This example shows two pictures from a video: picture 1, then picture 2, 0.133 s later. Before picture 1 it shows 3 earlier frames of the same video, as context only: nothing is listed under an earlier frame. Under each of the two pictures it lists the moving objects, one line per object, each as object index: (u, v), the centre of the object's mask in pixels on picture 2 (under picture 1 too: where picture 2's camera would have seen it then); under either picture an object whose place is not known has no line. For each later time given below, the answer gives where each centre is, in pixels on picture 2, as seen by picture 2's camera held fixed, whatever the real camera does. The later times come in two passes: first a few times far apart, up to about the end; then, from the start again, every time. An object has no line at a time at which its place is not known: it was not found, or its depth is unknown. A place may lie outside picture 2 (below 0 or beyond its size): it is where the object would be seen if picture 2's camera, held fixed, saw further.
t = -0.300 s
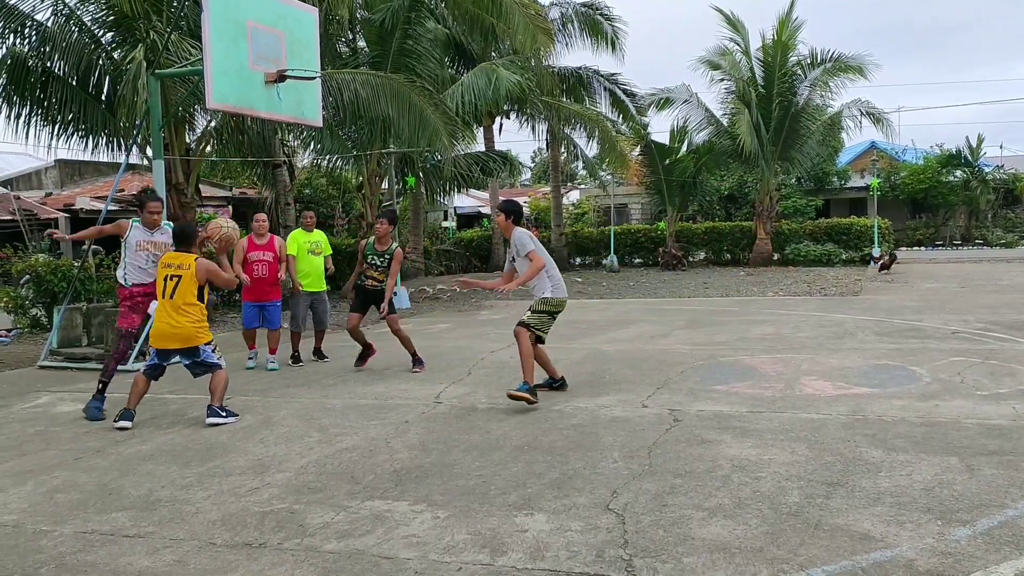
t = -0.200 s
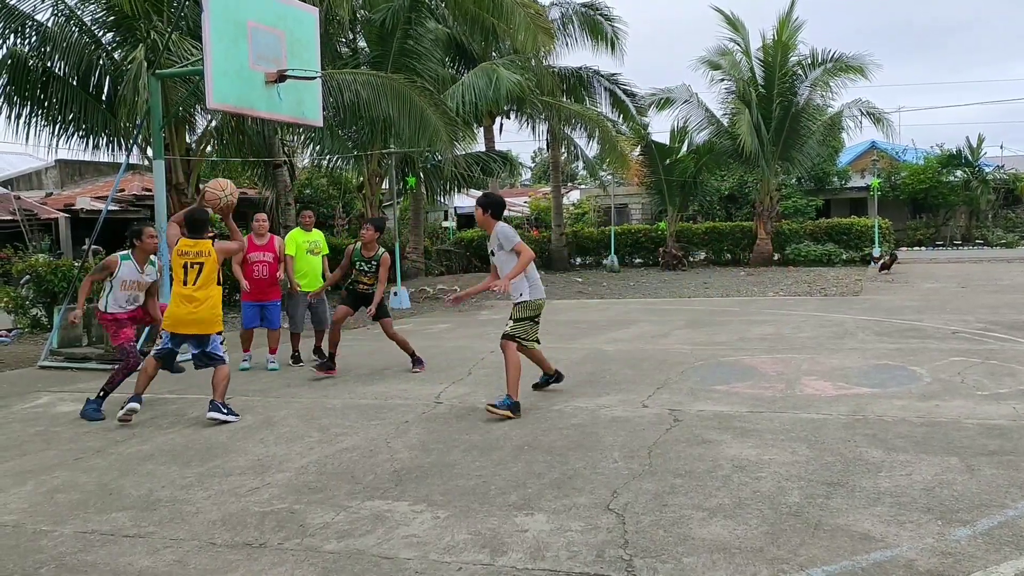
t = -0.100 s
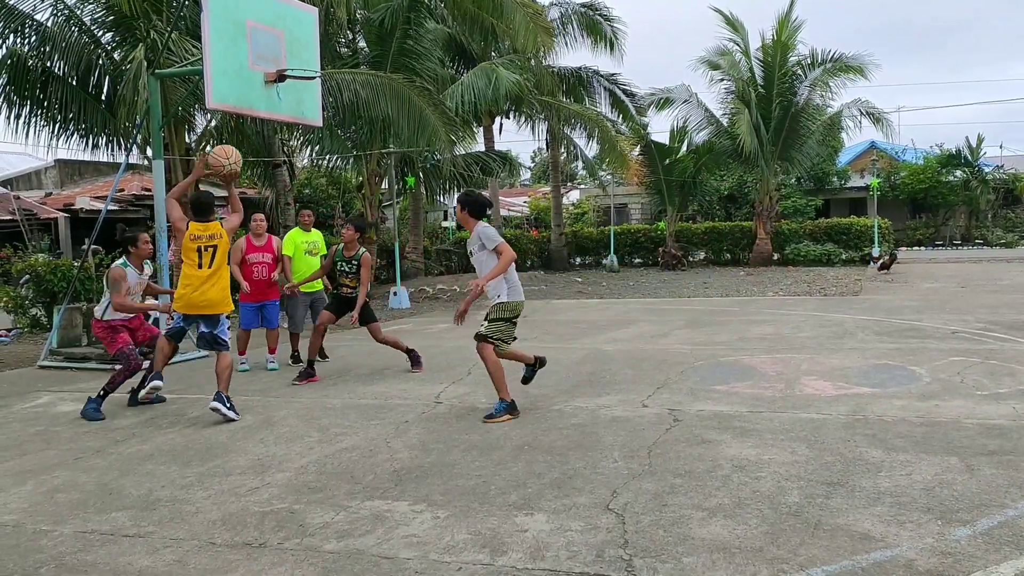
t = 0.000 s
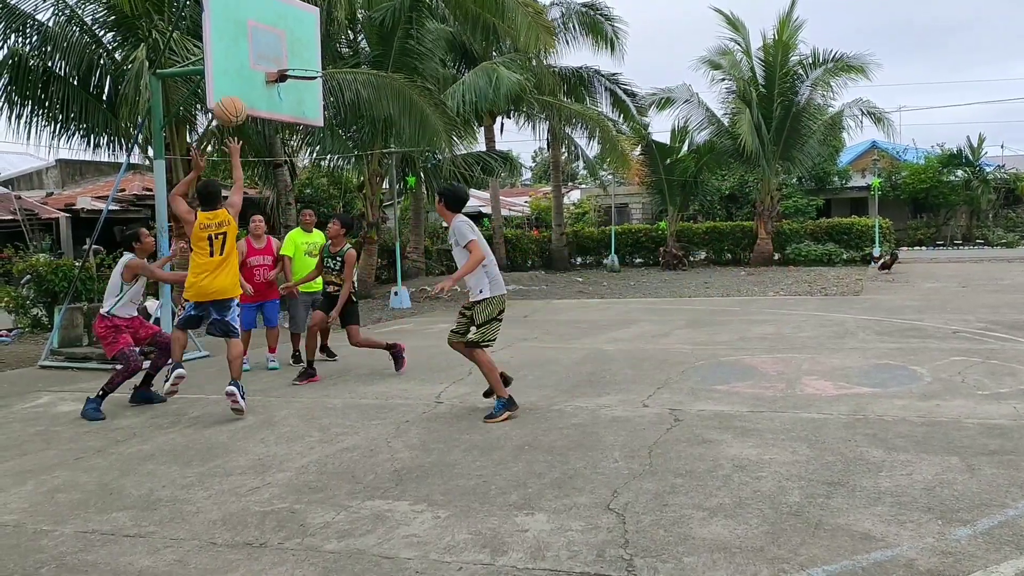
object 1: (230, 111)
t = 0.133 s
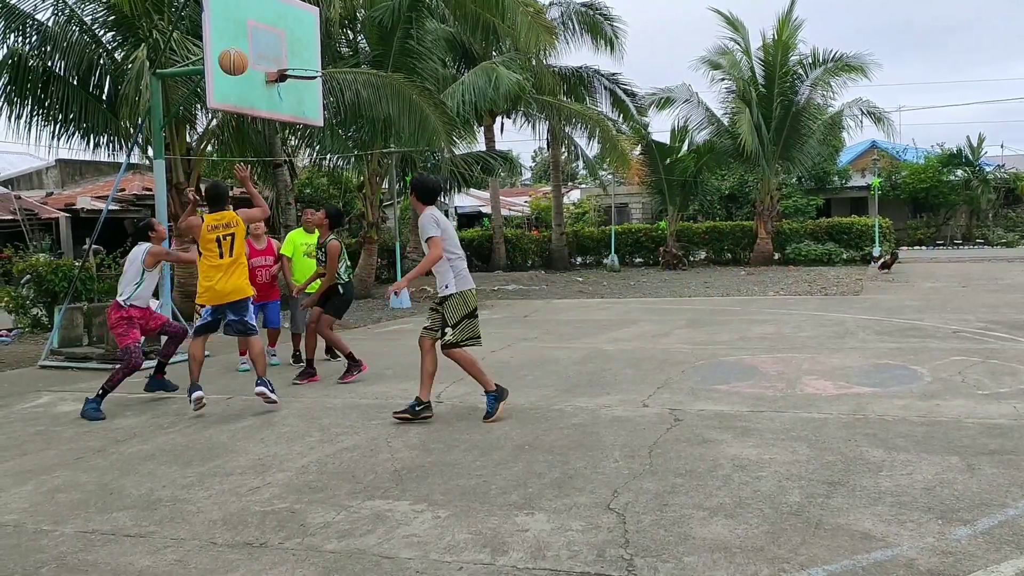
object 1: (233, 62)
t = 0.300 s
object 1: (238, 36)
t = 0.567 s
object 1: (297, 59)
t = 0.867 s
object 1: (298, 78)
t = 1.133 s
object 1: (275, 135)
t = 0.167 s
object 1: (234, 54)
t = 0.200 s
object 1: (235, 47)
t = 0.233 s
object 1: (236, 42)
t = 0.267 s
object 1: (237, 38)
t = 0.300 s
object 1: (238, 36)
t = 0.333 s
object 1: (240, 35)
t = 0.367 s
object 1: (240, 35)
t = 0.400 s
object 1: (248, 36)
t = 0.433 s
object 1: (258, 38)
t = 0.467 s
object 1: (268, 43)
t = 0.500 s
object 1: (277, 47)
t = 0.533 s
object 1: (287, 53)
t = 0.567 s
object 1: (297, 59)
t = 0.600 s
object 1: (305, 64)
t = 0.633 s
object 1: (310, 68)
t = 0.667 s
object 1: (312, 69)
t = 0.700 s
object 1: (313, 71)
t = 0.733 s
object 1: (311, 72)
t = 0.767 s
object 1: (309, 74)
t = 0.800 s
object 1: (305, 74)
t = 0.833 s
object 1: (302, 76)
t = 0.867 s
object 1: (298, 78)
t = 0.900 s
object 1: (295, 81)
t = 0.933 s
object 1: (292, 86)
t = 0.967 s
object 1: (289, 91)
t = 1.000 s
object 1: (286, 98)
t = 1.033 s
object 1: (284, 106)
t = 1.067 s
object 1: (281, 115)
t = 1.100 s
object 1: (278, 125)
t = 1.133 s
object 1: (275, 135)
